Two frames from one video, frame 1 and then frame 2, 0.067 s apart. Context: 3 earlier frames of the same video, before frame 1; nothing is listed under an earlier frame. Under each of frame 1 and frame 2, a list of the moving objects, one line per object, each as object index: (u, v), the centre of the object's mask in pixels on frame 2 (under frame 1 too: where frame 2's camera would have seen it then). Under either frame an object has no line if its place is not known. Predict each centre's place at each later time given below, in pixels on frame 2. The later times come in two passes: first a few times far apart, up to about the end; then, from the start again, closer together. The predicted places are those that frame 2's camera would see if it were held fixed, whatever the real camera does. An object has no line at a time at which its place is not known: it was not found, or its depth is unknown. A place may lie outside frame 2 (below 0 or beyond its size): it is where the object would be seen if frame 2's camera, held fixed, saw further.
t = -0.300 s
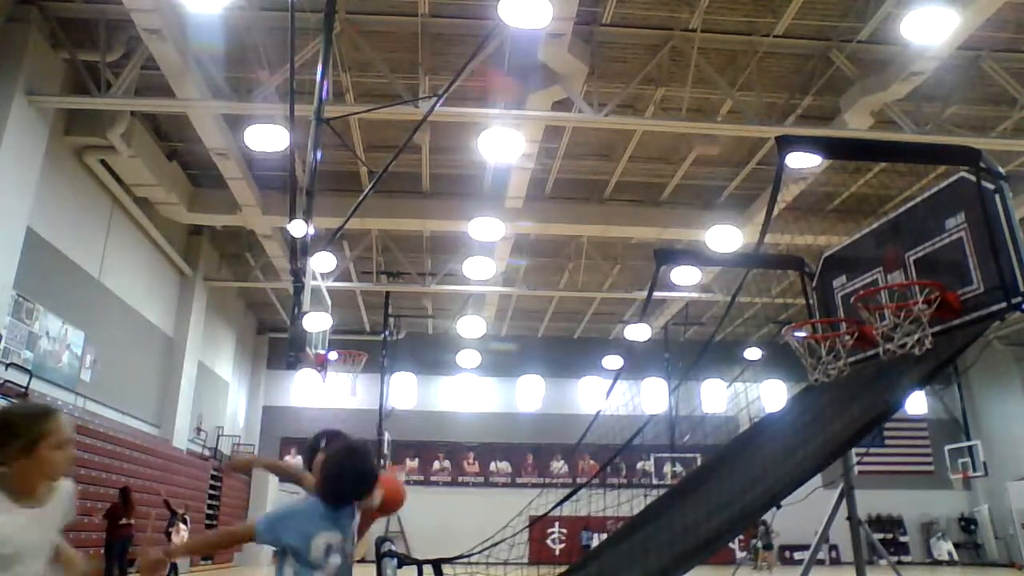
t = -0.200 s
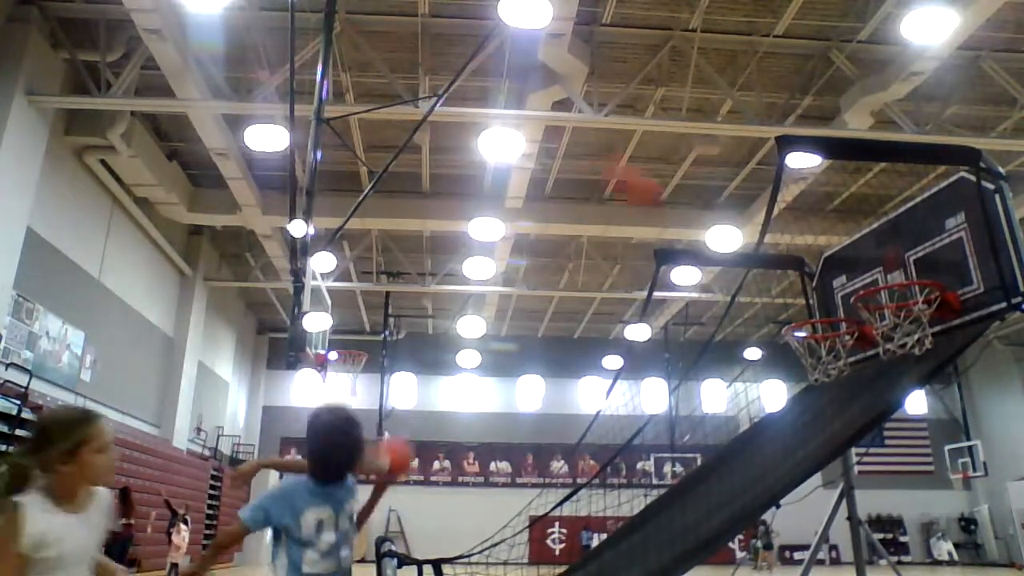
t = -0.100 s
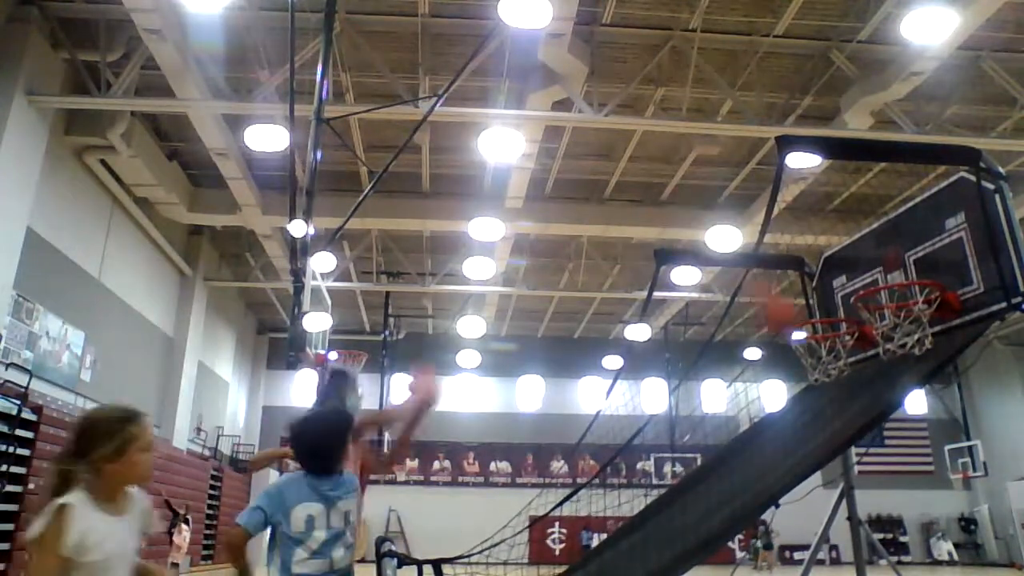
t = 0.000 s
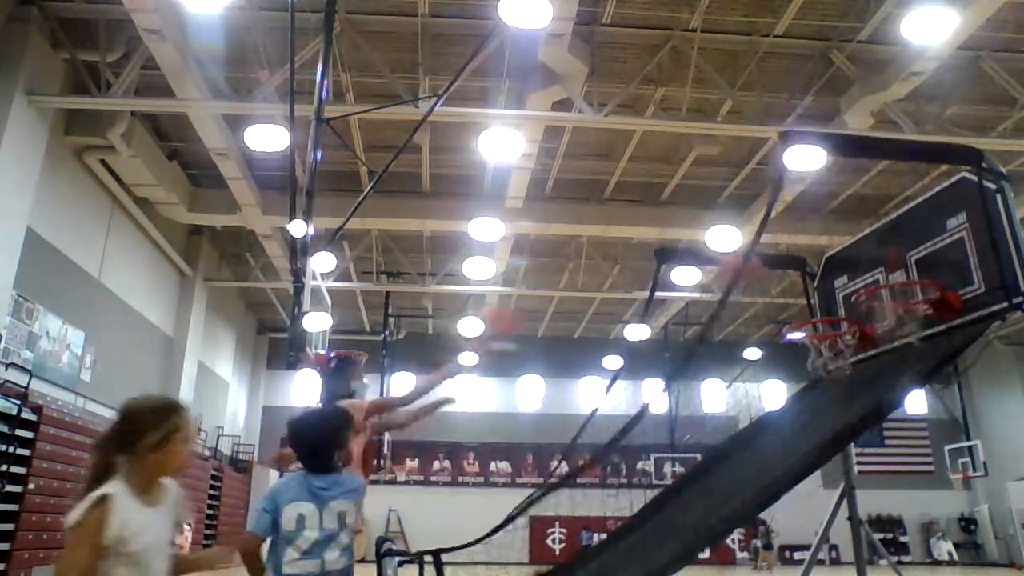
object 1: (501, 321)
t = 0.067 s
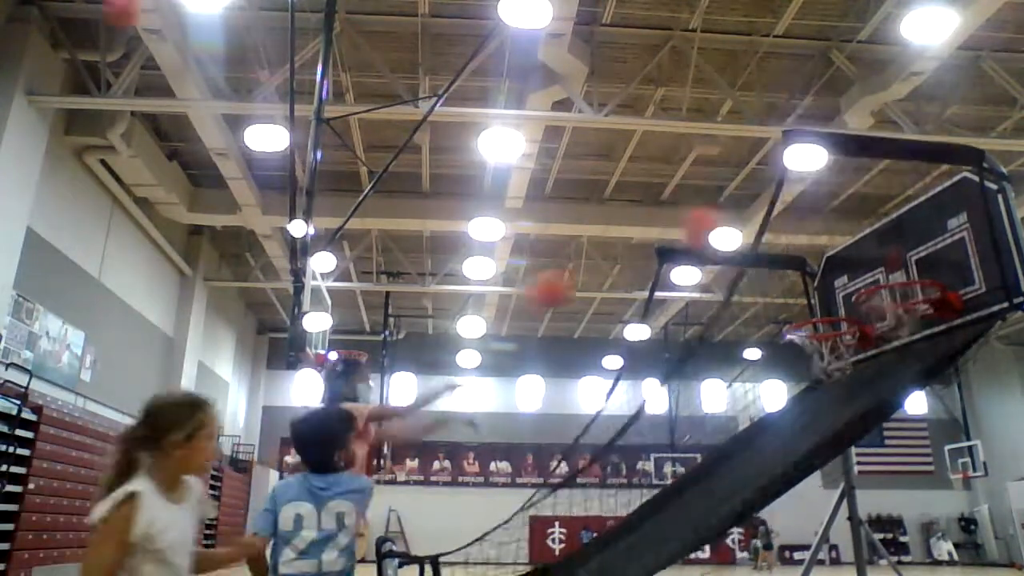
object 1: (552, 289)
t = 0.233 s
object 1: (671, 251)
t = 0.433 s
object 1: (822, 280)
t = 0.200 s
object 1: (647, 255)
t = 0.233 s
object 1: (671, 251)
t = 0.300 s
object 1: (728, 258)
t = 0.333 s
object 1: (758, 259)
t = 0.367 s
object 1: (778, 264)
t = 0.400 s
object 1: (798, 271)
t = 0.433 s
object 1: (822, 280)
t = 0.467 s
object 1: (832, 291)
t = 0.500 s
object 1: (824, 303)
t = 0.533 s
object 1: (815, 320)
